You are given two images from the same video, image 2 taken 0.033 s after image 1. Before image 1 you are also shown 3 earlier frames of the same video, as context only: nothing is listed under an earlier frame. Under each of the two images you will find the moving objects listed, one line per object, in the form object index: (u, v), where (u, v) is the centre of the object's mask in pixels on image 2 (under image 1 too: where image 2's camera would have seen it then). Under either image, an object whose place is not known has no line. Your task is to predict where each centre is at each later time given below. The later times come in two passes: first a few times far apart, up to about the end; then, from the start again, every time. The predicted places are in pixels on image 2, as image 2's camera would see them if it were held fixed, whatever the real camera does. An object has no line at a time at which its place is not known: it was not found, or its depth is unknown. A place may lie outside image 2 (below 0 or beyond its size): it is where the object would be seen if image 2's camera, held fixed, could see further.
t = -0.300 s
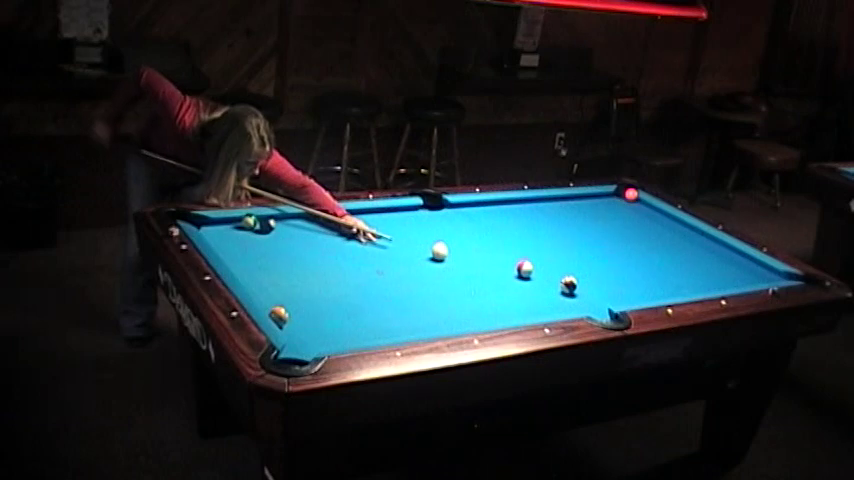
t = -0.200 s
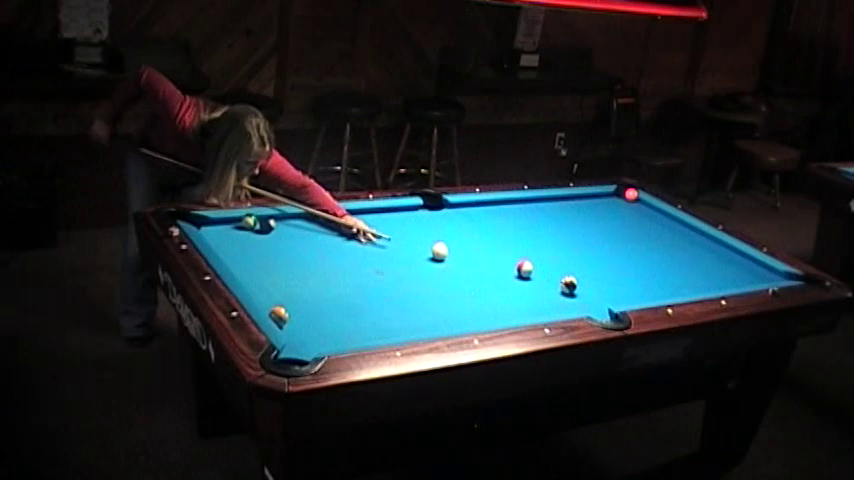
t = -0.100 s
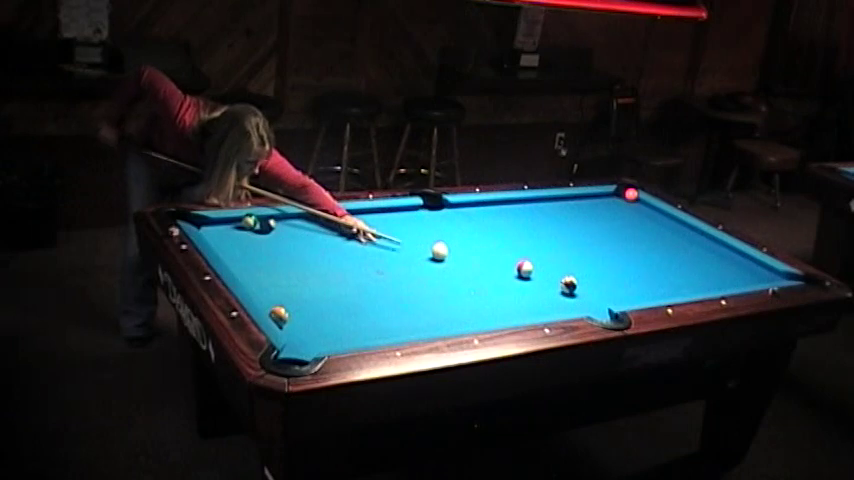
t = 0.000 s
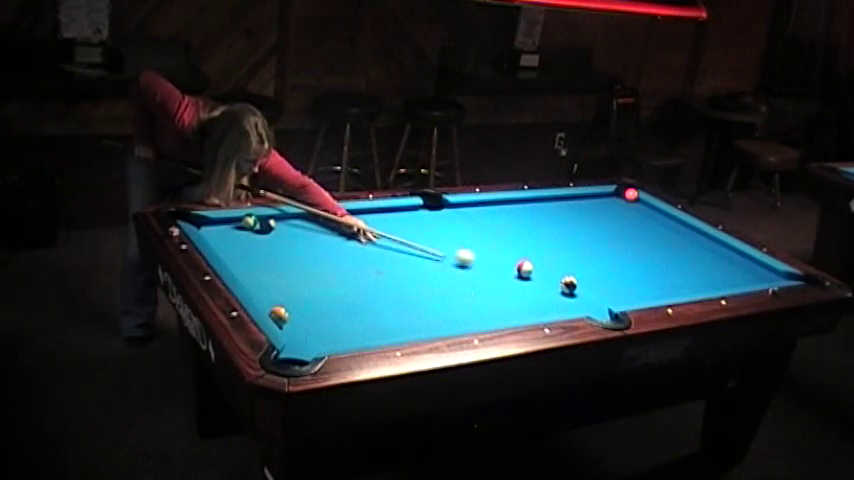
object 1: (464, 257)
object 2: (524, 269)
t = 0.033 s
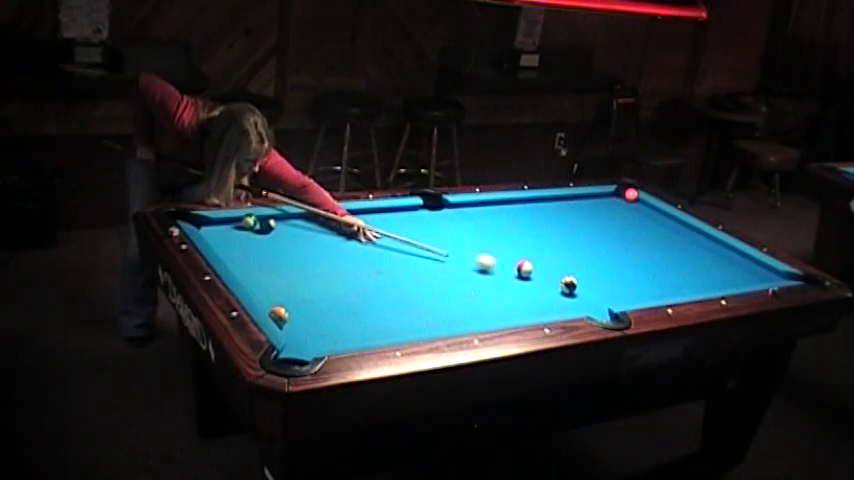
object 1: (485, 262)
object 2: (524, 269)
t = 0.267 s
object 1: (520, 287)
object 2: (605, 272)
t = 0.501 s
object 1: (526, 306)
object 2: (682, 275)
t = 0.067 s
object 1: (506, 267)
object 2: (525, 269)
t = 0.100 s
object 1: (512, 271)
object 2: (538, 270)
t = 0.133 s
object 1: (515, 275)
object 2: (553, 270)
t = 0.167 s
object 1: (517, 279)
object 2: (567, 269)
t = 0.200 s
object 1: (519, 281)
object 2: (581, 271)
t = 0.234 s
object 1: (520, 285)
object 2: (593, 272)
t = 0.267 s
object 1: (520, 287)
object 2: (605, 272)
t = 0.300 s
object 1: (521, 290)
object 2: (616, 272)
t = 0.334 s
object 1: (522, 292)
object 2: (628, 272)
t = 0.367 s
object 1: (523, 295)
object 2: (638, 273)
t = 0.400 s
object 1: (523, 298)
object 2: (650, 273)
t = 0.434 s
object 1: (524, 301)
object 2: (660, 273)
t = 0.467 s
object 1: (525, 304)
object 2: (672, 274)
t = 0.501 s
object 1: (526, 306)
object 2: (682, 275)
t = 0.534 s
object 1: (526, 308)
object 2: (694, 275)
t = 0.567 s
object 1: (528, 310)
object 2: (703, 275)
